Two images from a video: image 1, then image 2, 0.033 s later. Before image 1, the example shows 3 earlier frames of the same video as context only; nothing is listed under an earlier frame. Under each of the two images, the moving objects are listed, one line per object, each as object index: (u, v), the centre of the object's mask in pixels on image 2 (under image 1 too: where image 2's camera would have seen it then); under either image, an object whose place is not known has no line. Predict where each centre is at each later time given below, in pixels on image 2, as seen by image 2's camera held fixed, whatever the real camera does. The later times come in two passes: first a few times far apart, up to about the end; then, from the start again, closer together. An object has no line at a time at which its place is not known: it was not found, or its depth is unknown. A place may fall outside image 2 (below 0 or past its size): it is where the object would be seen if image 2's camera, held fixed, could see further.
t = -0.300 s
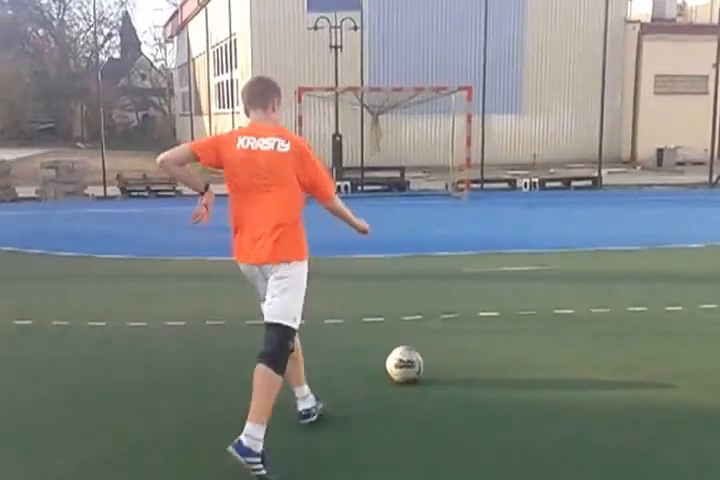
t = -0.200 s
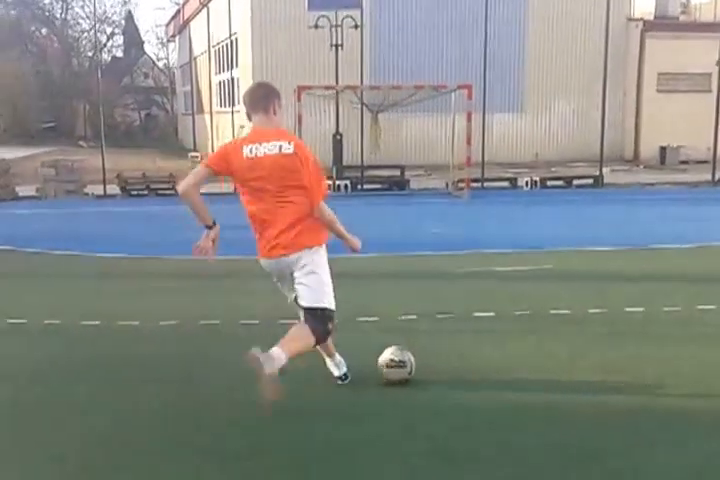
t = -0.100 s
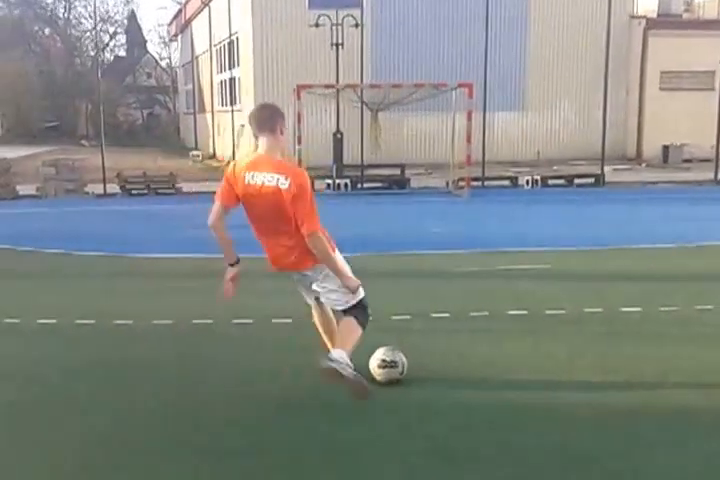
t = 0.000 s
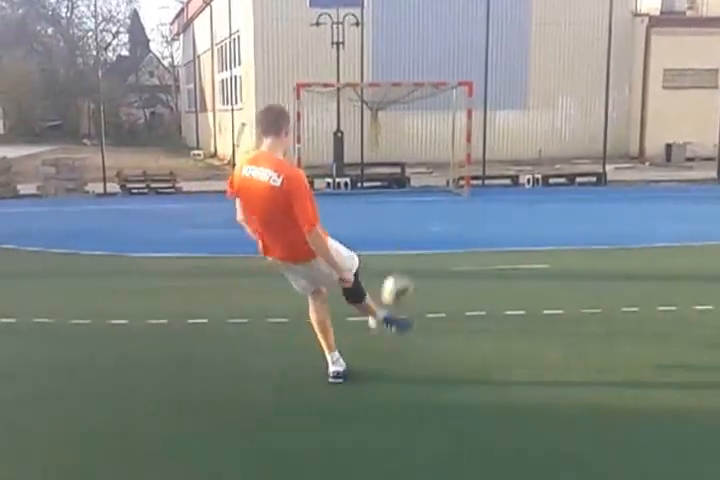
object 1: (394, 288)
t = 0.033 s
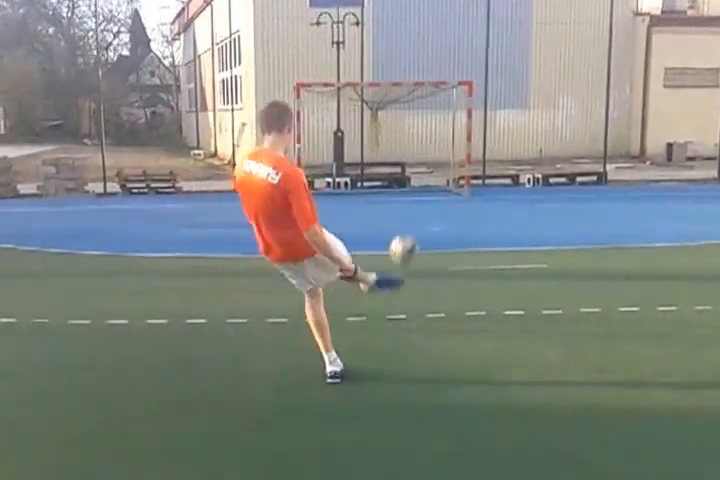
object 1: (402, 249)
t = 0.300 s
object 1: (419, 109)
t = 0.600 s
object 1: (416, 108)
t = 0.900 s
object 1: (422, 176)
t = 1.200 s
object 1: (422, 124)
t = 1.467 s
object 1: (424, 112)
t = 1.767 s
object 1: (426, 156)
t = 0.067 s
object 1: (409, 216)
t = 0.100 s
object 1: (411, 188)
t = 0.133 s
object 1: (415, 167)
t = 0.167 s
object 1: (414, 151)
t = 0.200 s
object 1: (416, 137)
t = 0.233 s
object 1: (418, 126)
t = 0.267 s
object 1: (419, 117)
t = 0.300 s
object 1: (419, 109)
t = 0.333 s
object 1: (419, 103)
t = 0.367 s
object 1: (418, 100)
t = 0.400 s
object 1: (418, 96)
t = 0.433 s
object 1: (418, 93)
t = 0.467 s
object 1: (418, 91)
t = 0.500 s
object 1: (418, 91)
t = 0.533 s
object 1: (417, 92)
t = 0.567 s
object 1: (416, 102)
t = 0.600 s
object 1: (416, 108)
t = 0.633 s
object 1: (417, 116)
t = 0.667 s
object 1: (419, 125)
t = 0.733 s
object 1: (423, 150)
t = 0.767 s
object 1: (422, 162)
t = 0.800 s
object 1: (422, 168)
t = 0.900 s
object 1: (422, 176)
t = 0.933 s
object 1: (422, 168)
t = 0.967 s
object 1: (421, 162)
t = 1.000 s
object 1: (422, 159)
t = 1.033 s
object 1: (421, 148)
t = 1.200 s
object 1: (422, 124)
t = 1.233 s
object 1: (422, 120)
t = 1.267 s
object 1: (422, 117)
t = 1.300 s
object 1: (422, 114)
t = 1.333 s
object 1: (422, 112)
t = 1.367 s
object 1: (422, 112)
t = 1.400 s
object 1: (423, 111)
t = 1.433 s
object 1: (423, 111)
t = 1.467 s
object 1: (424, 112)
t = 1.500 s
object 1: (424, 113)
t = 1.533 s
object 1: (424, 117)
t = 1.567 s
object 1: (424, 119)
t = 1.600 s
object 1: (424, 123)
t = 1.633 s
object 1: (424, 129)
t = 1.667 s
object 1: (425, 134)
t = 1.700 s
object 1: (426, 141)
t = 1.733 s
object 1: (426, 148)
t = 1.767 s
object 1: (426, 156)
